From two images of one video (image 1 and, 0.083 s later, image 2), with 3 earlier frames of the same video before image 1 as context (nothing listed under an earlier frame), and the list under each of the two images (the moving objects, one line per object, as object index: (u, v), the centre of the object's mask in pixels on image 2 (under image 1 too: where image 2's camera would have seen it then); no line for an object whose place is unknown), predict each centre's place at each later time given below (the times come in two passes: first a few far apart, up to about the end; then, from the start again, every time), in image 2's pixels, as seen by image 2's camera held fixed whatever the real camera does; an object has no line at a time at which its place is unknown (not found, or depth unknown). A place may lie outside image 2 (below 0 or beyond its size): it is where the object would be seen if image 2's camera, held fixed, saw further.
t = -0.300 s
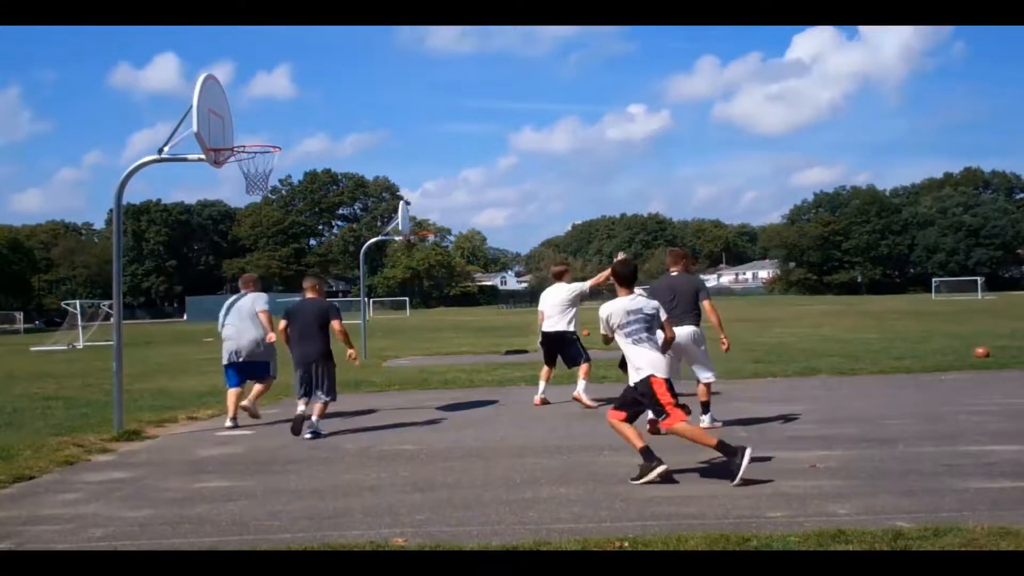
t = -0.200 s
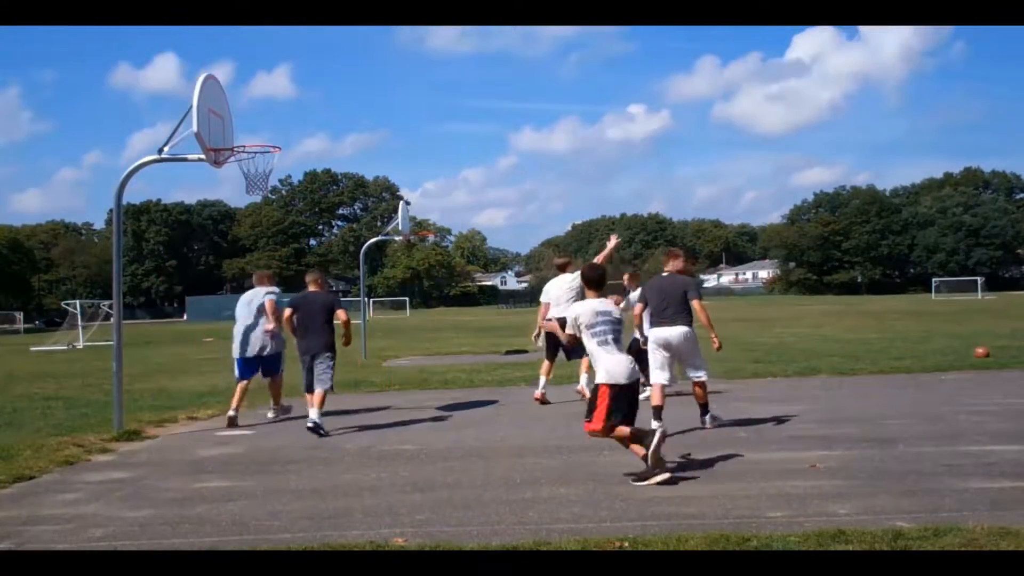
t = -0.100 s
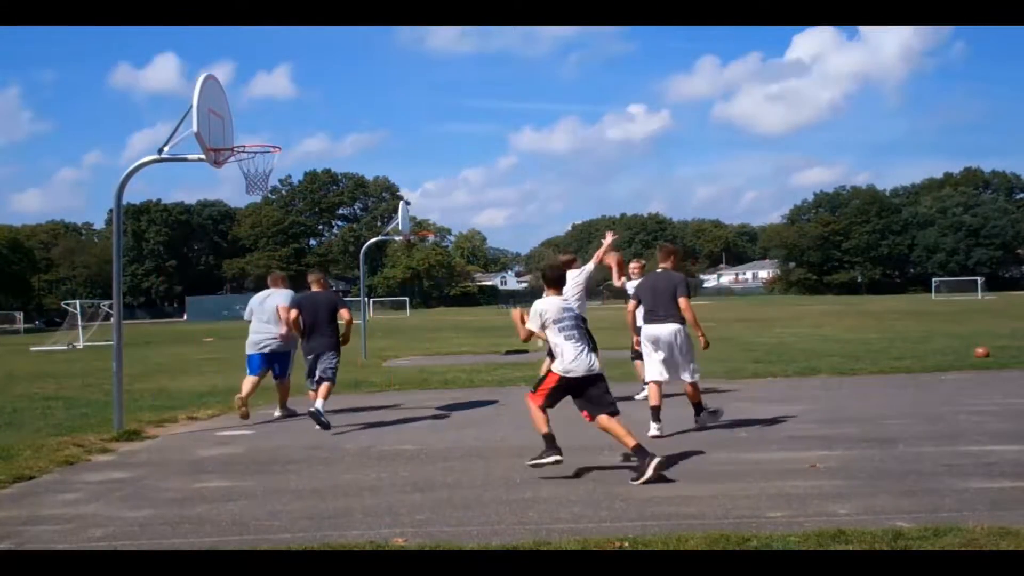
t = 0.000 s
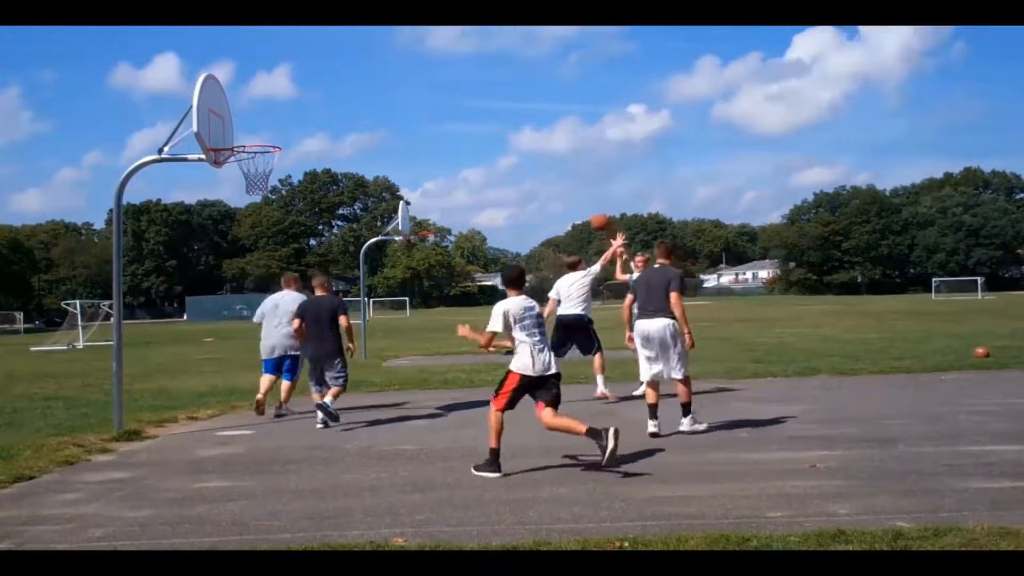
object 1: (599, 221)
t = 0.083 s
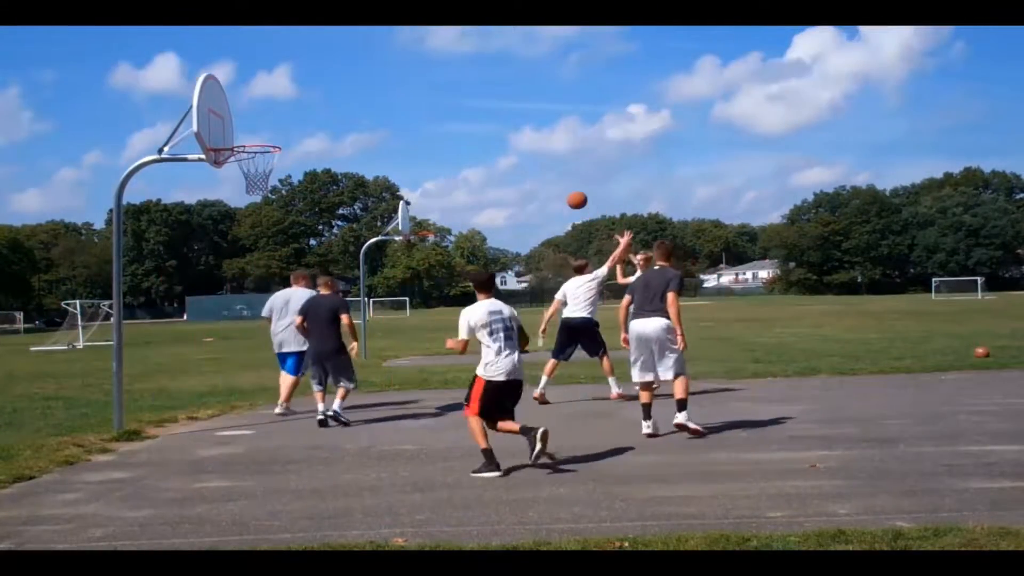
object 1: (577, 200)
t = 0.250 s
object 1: (525, 169)
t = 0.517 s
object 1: (433, 161)
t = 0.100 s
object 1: (572, 196)
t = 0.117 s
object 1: (567, 192)
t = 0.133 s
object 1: (562, 189)
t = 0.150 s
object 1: (556, 185)
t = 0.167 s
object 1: (551, 183)
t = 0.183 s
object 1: (546, 180)
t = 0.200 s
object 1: (541, 177)
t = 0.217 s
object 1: (536, 174)
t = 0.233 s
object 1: (530, 172)
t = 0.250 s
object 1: (525, 169)
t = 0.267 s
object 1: (520, 167)
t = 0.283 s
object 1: (514, 166)
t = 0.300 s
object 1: (509, 164)
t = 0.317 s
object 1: (503, 163)
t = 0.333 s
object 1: (498, 161)
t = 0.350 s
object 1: (492, 160)
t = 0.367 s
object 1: (487, 159)
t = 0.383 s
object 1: (481, 159)
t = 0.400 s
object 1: (475, 158)
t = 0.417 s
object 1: (469, 158)
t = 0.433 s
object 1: (463, 158)
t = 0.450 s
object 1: (458, 158)
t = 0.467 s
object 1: (451, 159)
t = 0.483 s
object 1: (445, 159)
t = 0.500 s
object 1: (439, 161)
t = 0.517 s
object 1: (433, 161)
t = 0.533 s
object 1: (427, 163)
